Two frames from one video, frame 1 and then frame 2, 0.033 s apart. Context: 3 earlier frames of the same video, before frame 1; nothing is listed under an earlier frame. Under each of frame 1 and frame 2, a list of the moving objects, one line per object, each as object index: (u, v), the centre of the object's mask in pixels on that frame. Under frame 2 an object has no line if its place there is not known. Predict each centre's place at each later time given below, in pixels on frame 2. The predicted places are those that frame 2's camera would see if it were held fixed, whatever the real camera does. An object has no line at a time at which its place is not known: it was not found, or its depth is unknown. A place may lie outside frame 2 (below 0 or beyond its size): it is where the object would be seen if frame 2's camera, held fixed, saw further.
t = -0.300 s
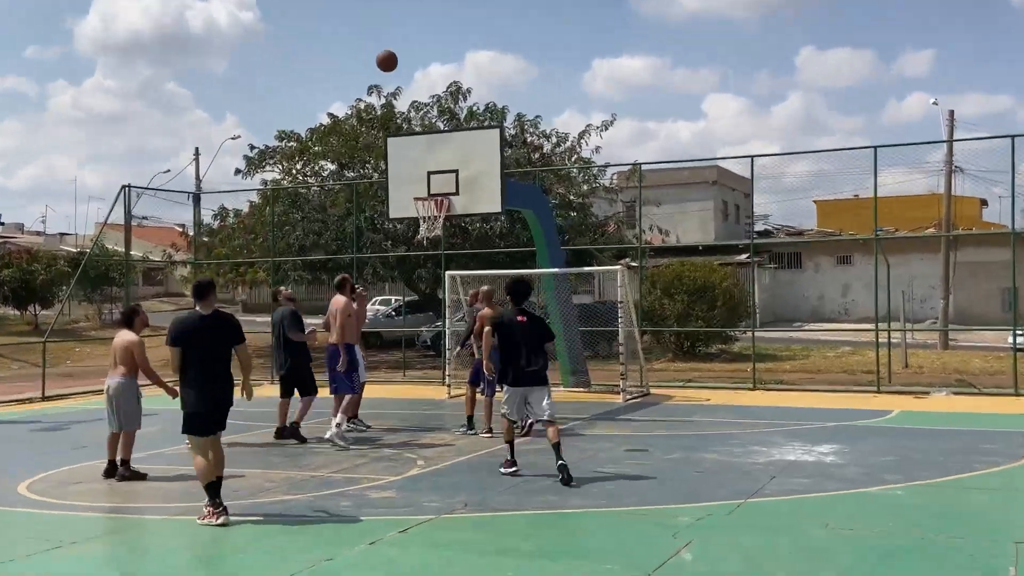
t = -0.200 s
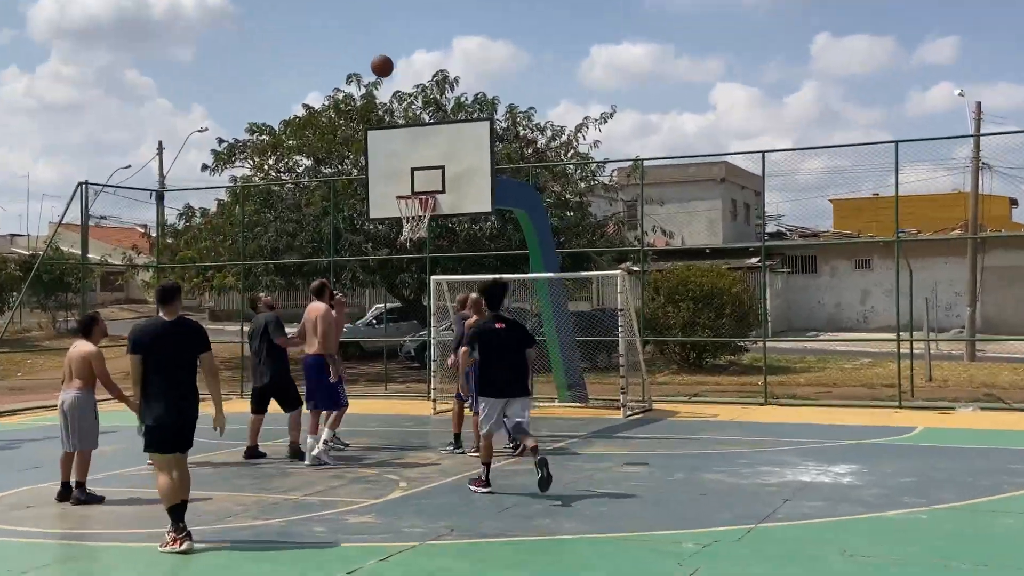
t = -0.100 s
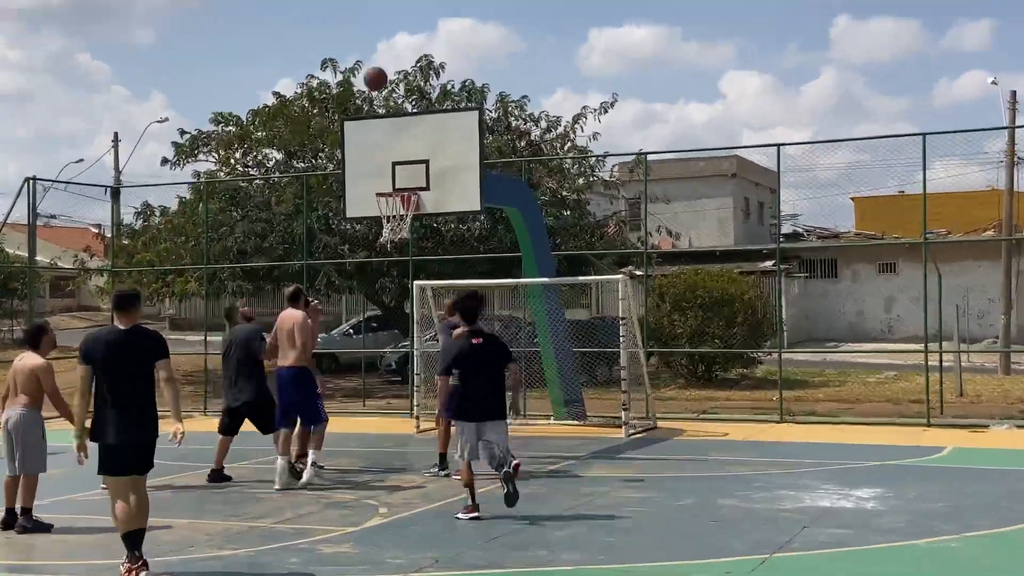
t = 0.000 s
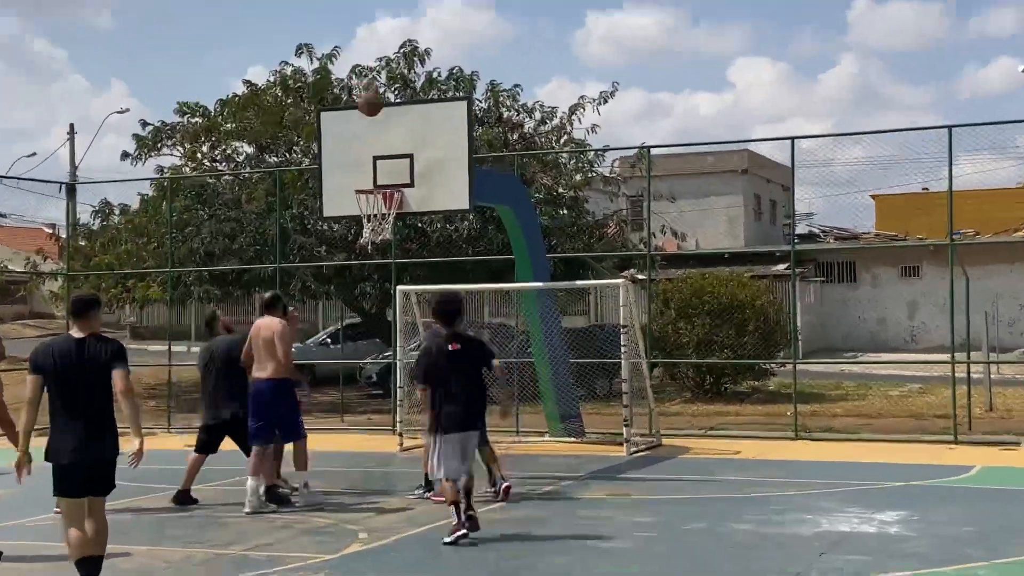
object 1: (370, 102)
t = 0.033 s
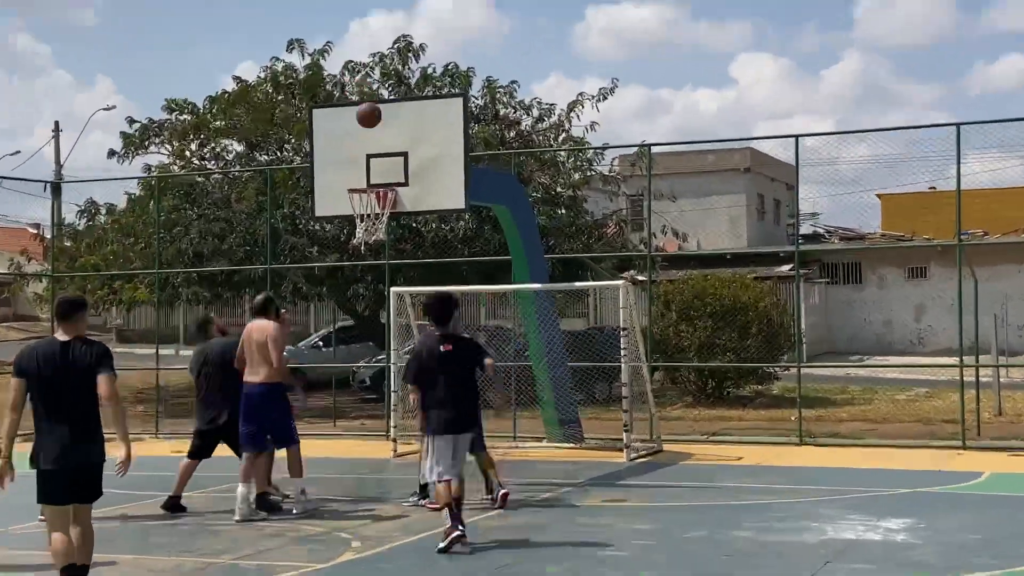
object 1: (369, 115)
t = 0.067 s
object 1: (374, 131)
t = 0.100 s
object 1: (378, 147)
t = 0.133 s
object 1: (383, 163)
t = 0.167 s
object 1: (387, 181)
